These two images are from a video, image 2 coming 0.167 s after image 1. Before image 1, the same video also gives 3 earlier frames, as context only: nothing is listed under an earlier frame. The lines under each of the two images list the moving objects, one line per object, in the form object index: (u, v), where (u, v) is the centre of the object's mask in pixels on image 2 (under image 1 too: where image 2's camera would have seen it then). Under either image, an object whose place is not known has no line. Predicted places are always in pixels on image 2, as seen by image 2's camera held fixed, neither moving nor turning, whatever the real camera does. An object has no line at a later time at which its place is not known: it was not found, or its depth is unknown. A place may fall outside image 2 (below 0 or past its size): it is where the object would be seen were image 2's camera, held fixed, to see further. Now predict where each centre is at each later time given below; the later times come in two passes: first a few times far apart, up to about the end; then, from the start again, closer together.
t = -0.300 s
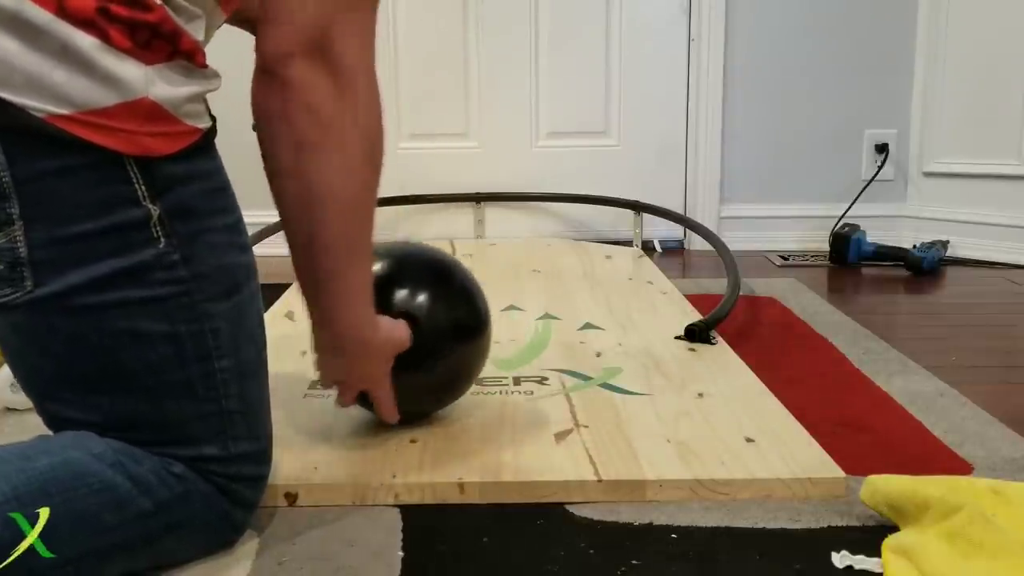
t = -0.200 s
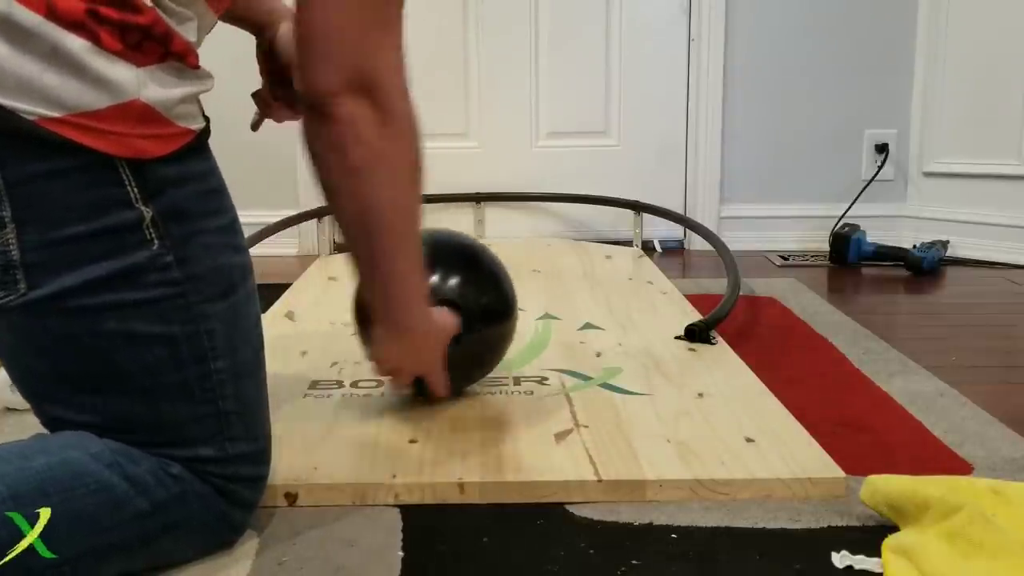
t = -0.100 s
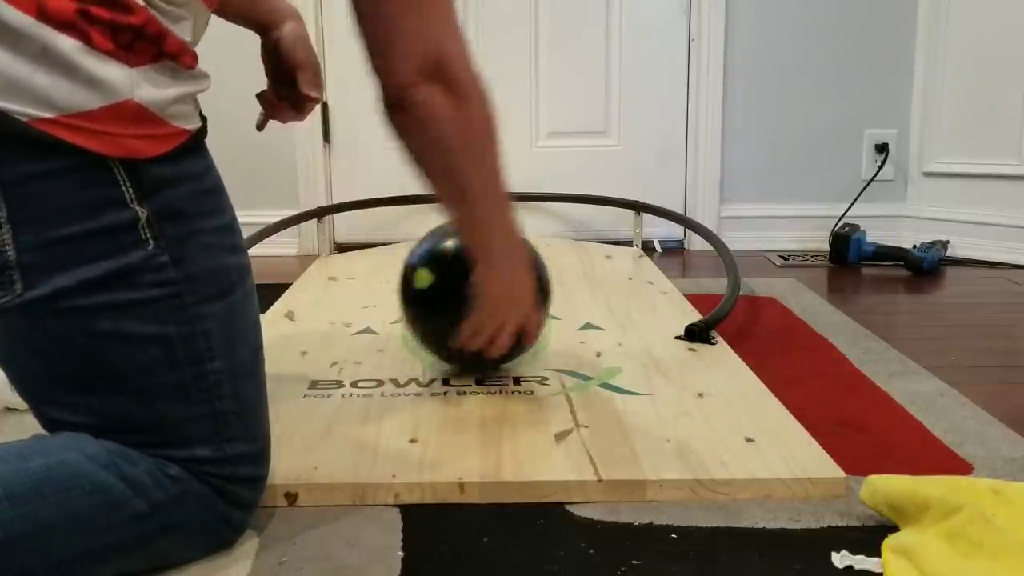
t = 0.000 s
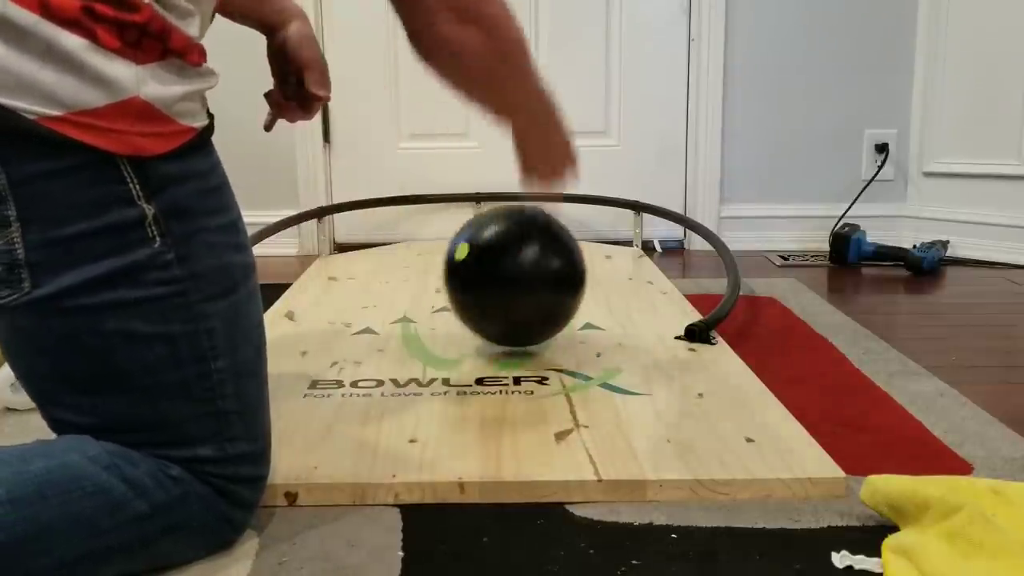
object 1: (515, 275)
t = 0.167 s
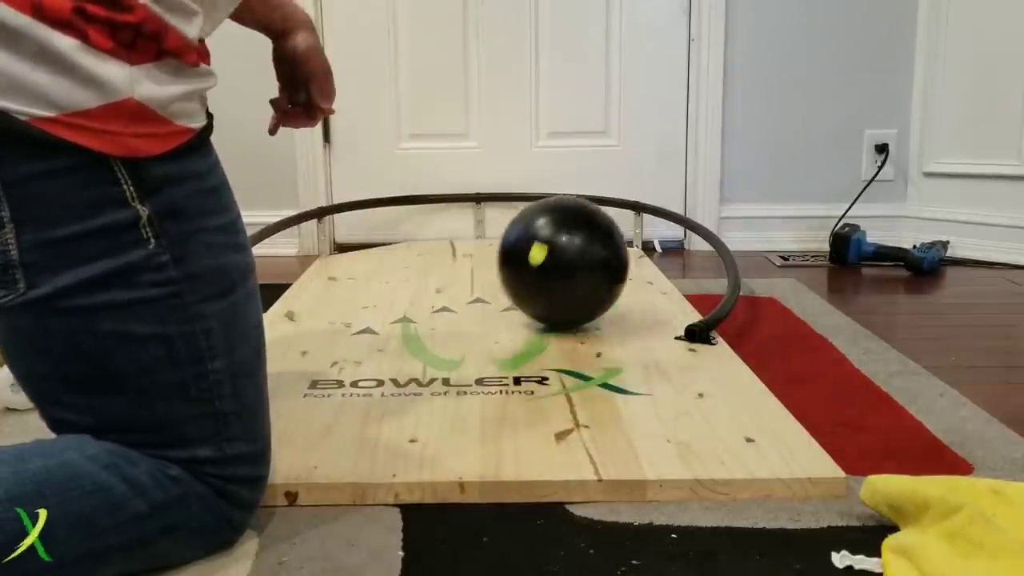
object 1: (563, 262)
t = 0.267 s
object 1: (583, 252)
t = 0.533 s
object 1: (613, 231)
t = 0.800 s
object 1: (617, 214)
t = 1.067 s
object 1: (555, 207)
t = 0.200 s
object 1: (571, 259)
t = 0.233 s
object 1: (577, 255)
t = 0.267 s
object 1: (583, 252)
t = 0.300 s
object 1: (589, 249)
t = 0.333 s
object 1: (594, 247)
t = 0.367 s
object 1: (599, 244)
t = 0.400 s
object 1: (602, 241)
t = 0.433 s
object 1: (606, 239)
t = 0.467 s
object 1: (608, 236)
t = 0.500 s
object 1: (611, 233)
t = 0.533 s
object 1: (613, 231)
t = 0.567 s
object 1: (615, 229)
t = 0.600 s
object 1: (618, 228)
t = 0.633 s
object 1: (617, 224)
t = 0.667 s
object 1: (618, 222)
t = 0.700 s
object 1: (618, 220)
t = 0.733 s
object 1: (618, 218)
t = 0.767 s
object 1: (618, 216)
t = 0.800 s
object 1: (617, 214)
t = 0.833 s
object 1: (616, 212)
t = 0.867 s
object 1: (614, 211)
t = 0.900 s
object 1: (608, 210)
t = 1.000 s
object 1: (576, 208)
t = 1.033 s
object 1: (566, 208)
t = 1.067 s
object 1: (555, 207)
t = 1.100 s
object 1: (545, 207)
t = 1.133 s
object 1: (534, 206)
